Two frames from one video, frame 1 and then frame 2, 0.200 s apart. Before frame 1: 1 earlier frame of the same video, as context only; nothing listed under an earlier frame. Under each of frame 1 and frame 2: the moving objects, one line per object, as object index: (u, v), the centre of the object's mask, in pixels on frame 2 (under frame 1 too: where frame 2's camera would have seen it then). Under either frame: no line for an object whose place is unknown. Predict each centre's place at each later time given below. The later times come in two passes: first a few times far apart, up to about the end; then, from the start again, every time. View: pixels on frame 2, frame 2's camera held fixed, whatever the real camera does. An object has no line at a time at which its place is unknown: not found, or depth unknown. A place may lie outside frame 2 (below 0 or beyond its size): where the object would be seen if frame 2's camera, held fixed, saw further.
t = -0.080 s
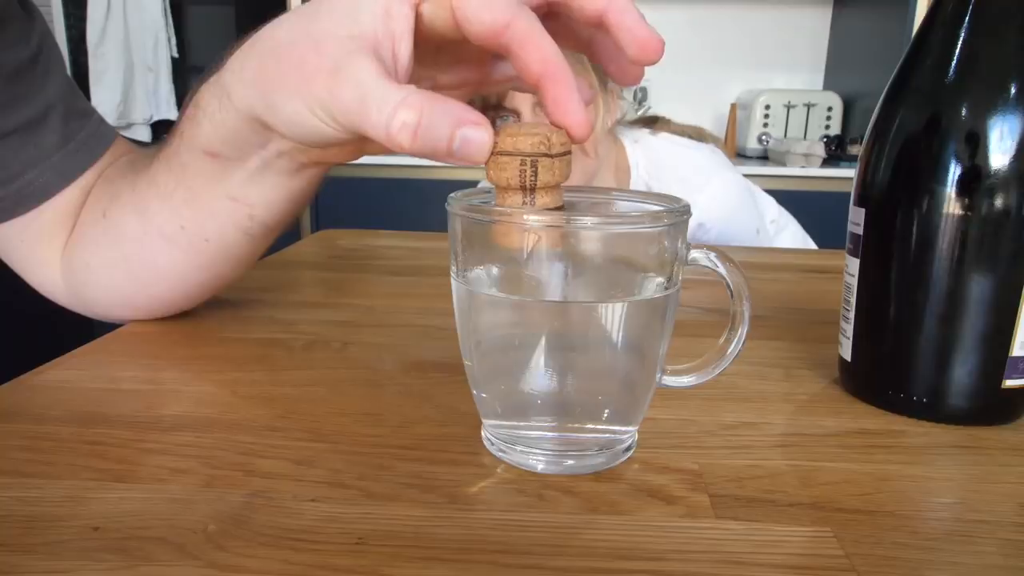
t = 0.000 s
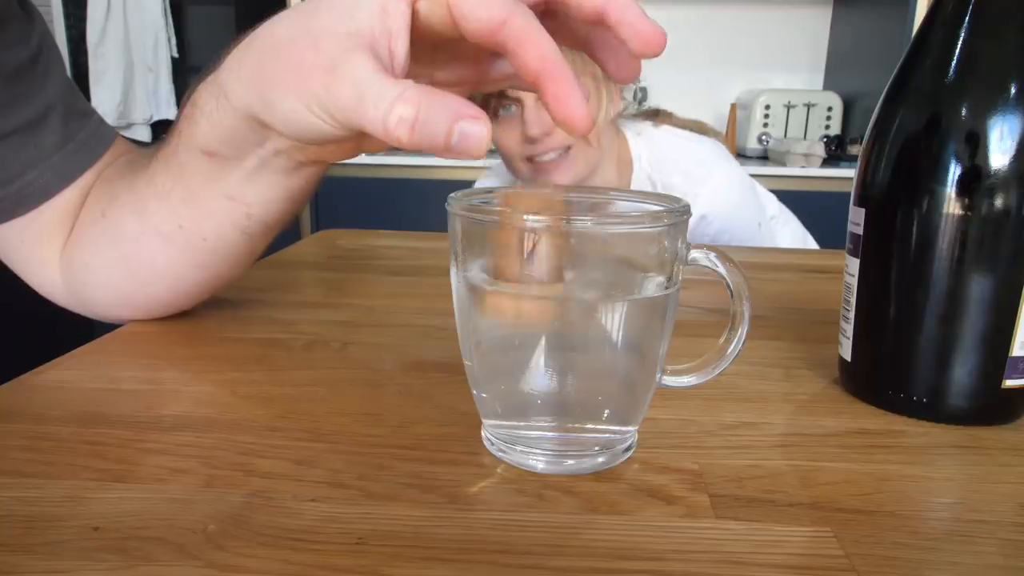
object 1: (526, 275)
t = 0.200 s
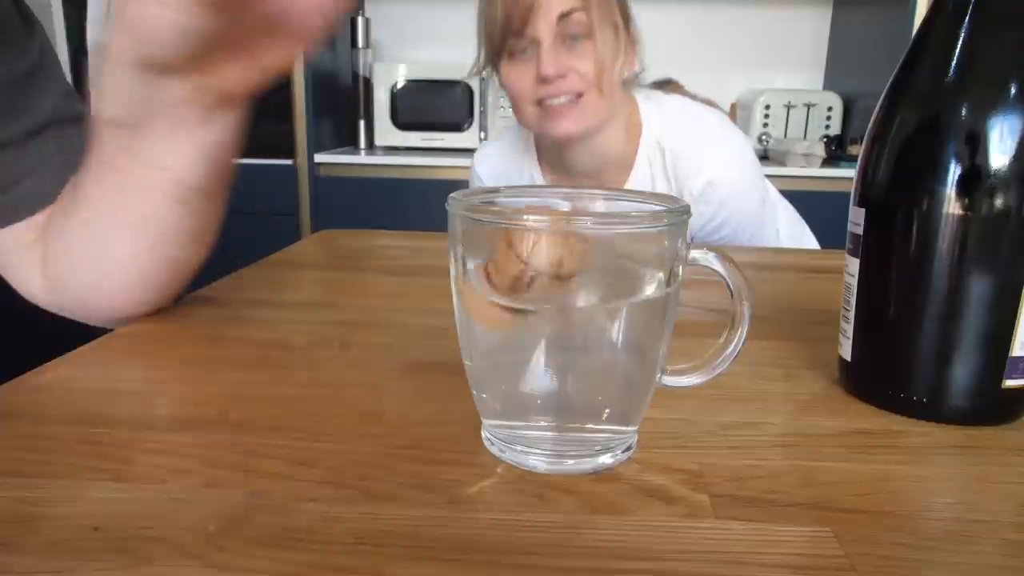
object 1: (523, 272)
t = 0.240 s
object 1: (529, 260)
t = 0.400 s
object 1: (549, 292)
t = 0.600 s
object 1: (563, 283)
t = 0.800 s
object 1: (582, 279)
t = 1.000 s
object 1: (596, 276)
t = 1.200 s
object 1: (594, 279)
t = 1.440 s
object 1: (597, 279)
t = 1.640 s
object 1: (602, 273)
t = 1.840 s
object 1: (602, 276)
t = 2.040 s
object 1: (601, 278)
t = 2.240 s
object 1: (607, 275)
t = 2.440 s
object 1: (605, 278)
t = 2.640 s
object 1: (606, 279)
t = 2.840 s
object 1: (609, 276)
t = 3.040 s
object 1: (607, 279)
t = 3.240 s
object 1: (608, 279)
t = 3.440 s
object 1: (612, 277)
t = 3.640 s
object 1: (612, 279)
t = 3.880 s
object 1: (613, 280)
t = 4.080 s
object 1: (615, 277)
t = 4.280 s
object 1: (612, 275)
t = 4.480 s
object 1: (613, 277)
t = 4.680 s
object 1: (612, 277)
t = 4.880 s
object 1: (611, 277)
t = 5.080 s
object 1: (609, 277)
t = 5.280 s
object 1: (604, 278)
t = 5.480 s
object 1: (606, 277)
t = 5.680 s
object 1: (608, 276)
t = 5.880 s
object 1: (608, 277)
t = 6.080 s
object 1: (607, 277)
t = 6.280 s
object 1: (608, 277)
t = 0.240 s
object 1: (529, 260)
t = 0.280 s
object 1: (535, 274)
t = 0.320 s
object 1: (536, 289)
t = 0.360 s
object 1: (543, 294)
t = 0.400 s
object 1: (549, 292)
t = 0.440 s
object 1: (552, 284)
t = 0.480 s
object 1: (555, 282)
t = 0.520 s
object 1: (551, 281)
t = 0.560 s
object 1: (556, 282)
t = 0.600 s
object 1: (563, 283)
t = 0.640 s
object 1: (569, 283)
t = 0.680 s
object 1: (576, 284)
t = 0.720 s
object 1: (579, 283)
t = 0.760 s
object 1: (582, 282)
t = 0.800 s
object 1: (582, 279)
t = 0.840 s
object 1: (580, 277)
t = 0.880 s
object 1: (584, 277)
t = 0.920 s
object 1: (588, 279)
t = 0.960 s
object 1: (592, 279)
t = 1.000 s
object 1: (596, 276)
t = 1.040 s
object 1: (596, 274)
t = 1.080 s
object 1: (595, 276)
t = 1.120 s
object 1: (593, 278)
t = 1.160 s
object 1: (594, 277)
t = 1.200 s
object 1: (594, 279)
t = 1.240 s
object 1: (596, 277)
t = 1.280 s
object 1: (599, 274)
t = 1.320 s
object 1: (601, 270)
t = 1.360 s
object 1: (600, 272)
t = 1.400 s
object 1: (597, 277)
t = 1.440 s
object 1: (597, 279)
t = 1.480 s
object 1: (596, 280)
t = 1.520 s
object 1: (597, 278)
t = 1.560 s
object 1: (600, 274)
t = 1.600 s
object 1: (601, 272)
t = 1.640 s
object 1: (602, 273)
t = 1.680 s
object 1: (602, 276)
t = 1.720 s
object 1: (600, 280)
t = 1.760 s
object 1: (598, 280)
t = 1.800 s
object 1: (599, 279)
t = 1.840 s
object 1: (602, 276)
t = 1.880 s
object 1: (603, 274)
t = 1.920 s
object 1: (605, 275)
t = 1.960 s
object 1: (605, 276)
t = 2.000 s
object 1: (603, 277)
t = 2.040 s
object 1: (601, 278)
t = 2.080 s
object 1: (600, 279)
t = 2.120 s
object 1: (602, 278)
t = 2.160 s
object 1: (605, 276)
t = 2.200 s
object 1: (607, 275)
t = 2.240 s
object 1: (607, 275)
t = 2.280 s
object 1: (606, 276)
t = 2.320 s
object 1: (604, 278)
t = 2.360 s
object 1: (603, 279)
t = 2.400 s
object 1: (604, 279)
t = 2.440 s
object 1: (605, 278)
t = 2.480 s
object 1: (607, 276)
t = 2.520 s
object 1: (608, 276)
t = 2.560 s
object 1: (608, 276)
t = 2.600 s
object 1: (607, 278)
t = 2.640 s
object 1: (606, 279)
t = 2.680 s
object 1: (606, 279)
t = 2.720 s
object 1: (607, 279)
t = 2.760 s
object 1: (608, 278)
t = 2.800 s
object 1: (609, 276)
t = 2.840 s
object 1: (609, 276)
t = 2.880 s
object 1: (608, 277)
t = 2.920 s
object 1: (607, 279)
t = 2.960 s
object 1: (607, 280)
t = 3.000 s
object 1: (607, 280)
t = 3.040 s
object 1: (607, 279)
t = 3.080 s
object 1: (610, 277)
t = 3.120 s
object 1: (611, 277)
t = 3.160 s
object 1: (611, 277)
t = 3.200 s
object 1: (610, 278)
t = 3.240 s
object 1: (608, 279)
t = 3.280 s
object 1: (608, 280)
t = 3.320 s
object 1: (609, 280)
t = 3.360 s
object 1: (611, 279)
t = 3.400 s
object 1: (612, 278)
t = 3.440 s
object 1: (612, 277)
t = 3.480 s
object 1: (612, 278)
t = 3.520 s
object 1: (611, 279)
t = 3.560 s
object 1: (610, 280)
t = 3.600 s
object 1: (611, 280)
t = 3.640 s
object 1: (612, 279)
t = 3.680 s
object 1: (613, 278)
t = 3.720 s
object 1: (614, 278)
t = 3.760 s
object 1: (614, 278)
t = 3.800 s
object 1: (614, 278)
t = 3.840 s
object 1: (613, 279)
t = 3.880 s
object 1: (613, 280)
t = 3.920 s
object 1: (614, 280)
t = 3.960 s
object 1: (615, 278)
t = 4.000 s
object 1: (615, 277)
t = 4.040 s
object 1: (610, 275)
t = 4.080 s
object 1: (615, 277)
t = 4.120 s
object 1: (609, 275)
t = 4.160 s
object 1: (610, 276)
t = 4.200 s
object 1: (610, 276)
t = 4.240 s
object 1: (611, 276)
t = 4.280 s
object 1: (612, 275)
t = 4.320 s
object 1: (612, 275)
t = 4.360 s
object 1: (613, 275)
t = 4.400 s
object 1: (613, 276)
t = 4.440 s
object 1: (612, 276)
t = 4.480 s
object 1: (613, 277)
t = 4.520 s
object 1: (612, 277)
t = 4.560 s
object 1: (613, 276)
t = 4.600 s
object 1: (613, 277)
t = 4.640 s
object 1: (612, 277)
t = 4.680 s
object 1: (612, 277)
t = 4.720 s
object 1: (611, 277)
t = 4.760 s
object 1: (610, 277)
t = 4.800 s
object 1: (610, 277)
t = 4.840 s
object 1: (610, 277)
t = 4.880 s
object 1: (611, 277)
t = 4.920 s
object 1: (610, 277)
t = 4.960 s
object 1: (610, 277)
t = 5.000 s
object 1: (609, 277)
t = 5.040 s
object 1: (609, 277)
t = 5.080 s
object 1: (609, 277)
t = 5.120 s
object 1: (609, 277)
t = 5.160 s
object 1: (606, 278)
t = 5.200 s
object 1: (605, 278)
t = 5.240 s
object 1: (605, 278)
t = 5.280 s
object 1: (604, 278)
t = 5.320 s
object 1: (604, 278)
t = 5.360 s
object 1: (605, 277)
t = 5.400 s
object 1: (605, 277)
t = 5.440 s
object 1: (606, 277)
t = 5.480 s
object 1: (606, 277)
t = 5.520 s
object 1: (606, 277)
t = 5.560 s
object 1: (607, 277)
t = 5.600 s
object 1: (608, 276)
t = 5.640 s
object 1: (608, 276)
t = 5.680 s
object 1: (608, 276)
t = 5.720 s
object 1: (608, 276)
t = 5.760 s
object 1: (608, 276)
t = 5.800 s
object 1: (609, 276)
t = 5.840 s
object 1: (608, 276)
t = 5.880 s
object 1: (608, 277)
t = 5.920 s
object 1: (608, 277)
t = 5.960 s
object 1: (608, 277)
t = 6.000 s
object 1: (607, 277)
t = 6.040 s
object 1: (608, 277)
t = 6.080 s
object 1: (607, 277)
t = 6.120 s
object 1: (608, 277)
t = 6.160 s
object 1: (608, 277)
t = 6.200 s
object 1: (607, 277)
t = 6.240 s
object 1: (608, 277)
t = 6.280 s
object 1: (608, 277)
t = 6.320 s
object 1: (608, 277)
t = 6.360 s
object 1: (608, 277)
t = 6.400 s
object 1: (608, 277)
